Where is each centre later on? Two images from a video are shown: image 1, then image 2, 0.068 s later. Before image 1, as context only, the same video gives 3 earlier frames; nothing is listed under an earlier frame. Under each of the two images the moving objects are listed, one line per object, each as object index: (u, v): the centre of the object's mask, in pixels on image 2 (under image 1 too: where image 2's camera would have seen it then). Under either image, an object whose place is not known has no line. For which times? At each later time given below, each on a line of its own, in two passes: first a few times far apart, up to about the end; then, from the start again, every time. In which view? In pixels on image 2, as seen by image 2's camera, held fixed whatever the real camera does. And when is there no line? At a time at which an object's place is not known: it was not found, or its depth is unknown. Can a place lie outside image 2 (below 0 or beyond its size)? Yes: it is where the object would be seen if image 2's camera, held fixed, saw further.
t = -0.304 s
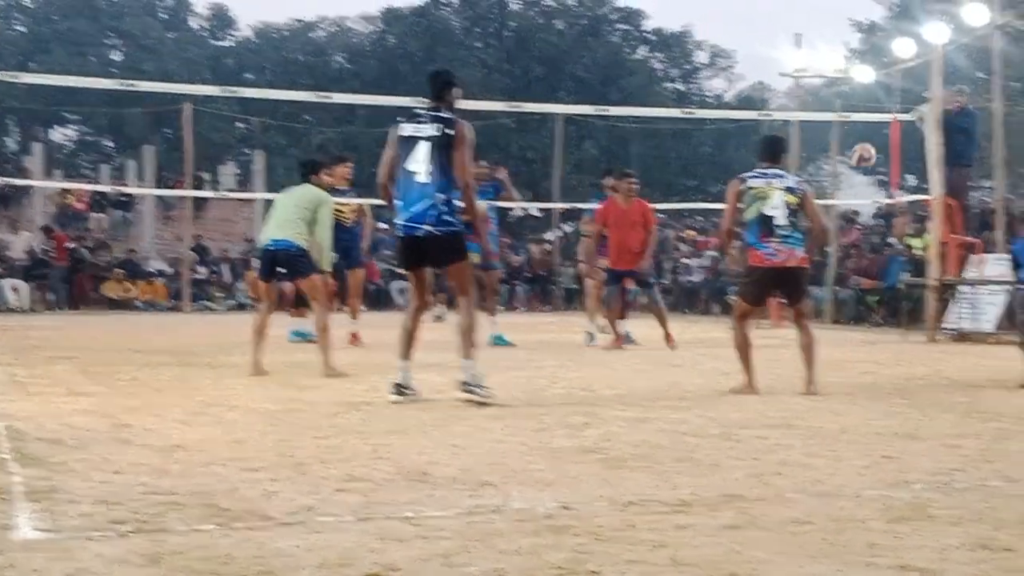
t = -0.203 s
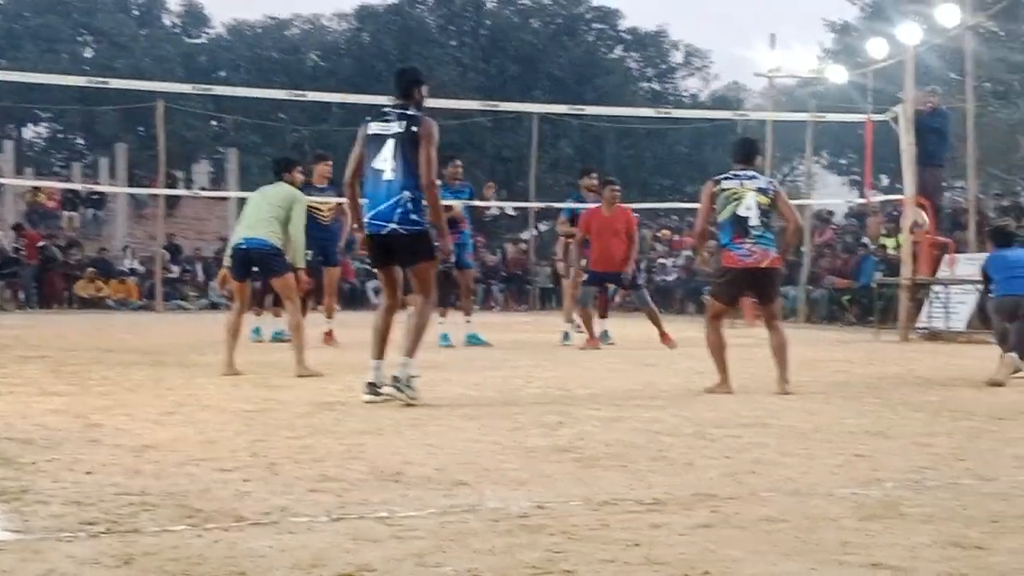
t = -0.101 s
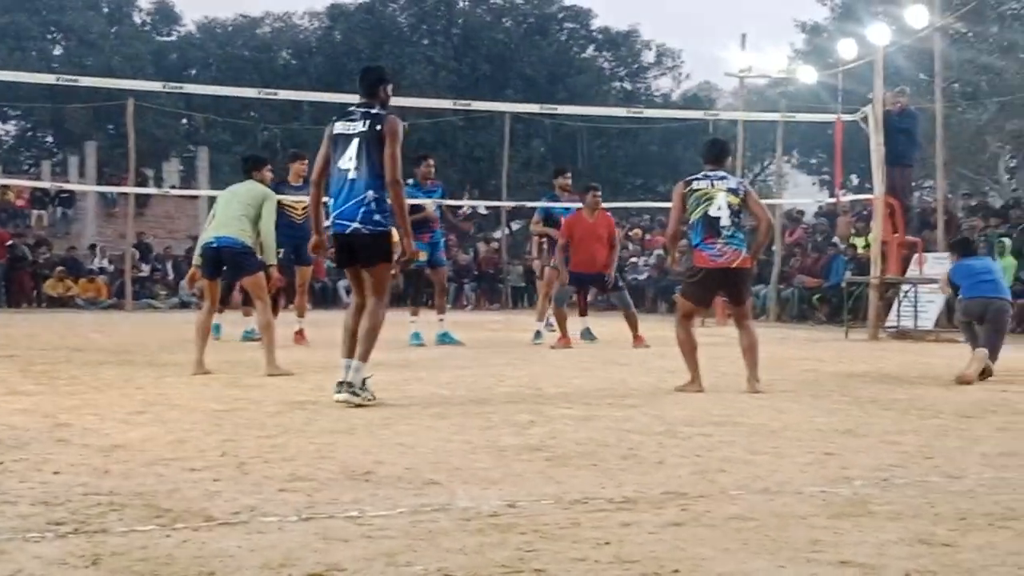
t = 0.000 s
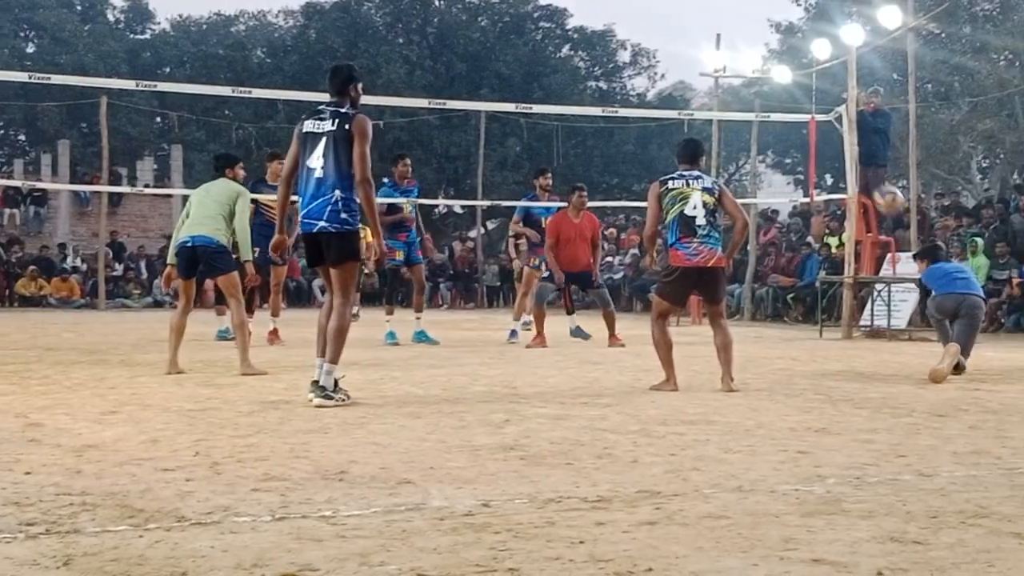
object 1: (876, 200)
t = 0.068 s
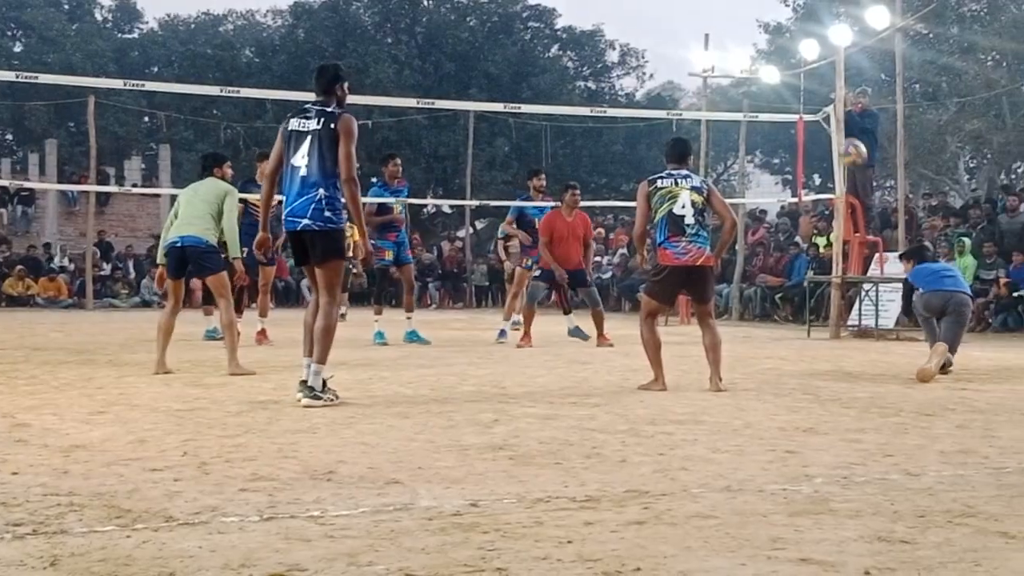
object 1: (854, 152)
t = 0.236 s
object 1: (799, 66)
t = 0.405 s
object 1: (751, 18)
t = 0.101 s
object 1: (842, 133)
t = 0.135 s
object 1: (829, 111)
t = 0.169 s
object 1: (820, 97)
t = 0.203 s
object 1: (810, 80)
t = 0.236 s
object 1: (799, 66)
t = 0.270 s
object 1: (787, 50)
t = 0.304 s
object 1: (780, 42)
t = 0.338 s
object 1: (769, 33)
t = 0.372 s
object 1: (760, 25)
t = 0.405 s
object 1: (751, 18)
